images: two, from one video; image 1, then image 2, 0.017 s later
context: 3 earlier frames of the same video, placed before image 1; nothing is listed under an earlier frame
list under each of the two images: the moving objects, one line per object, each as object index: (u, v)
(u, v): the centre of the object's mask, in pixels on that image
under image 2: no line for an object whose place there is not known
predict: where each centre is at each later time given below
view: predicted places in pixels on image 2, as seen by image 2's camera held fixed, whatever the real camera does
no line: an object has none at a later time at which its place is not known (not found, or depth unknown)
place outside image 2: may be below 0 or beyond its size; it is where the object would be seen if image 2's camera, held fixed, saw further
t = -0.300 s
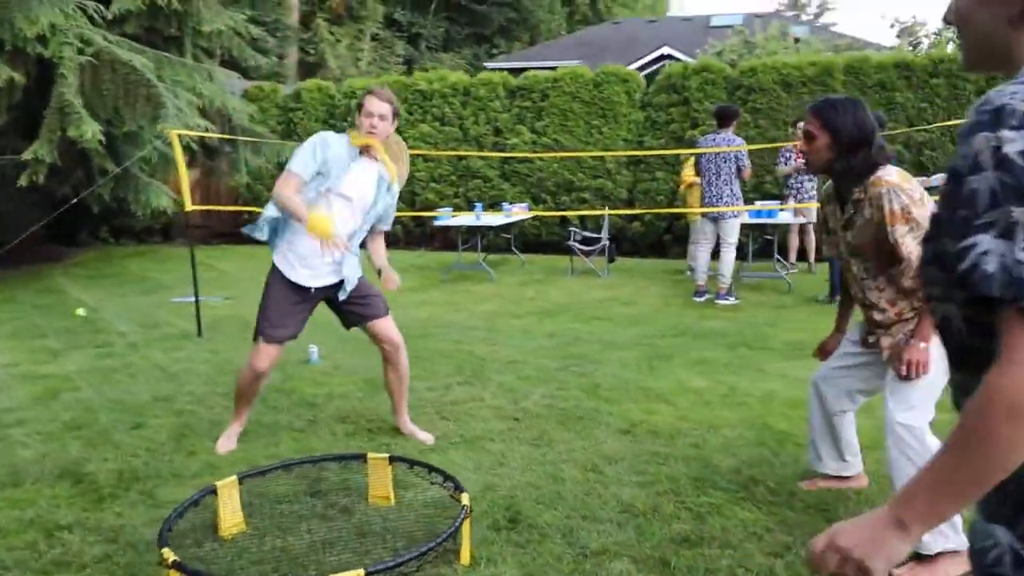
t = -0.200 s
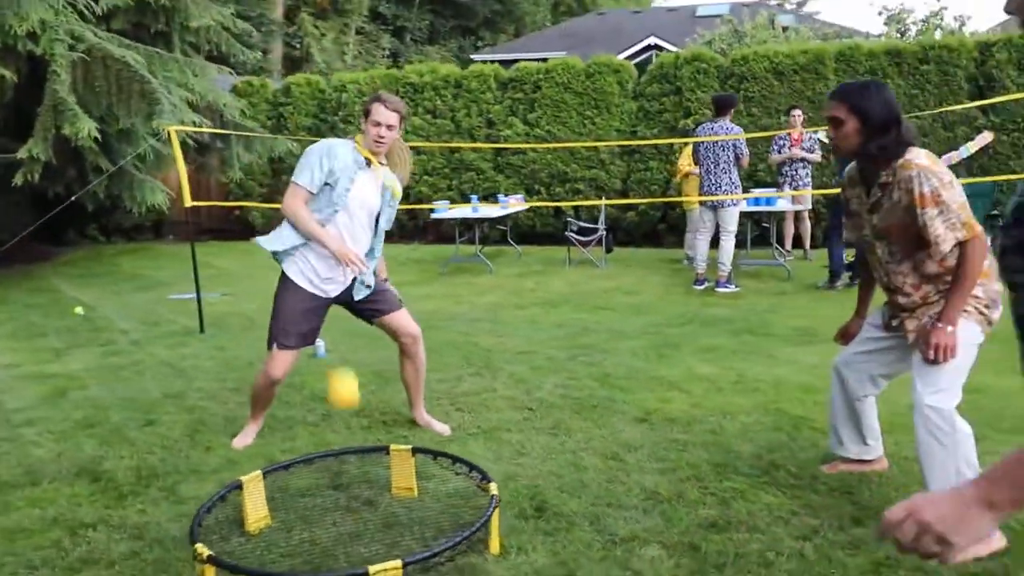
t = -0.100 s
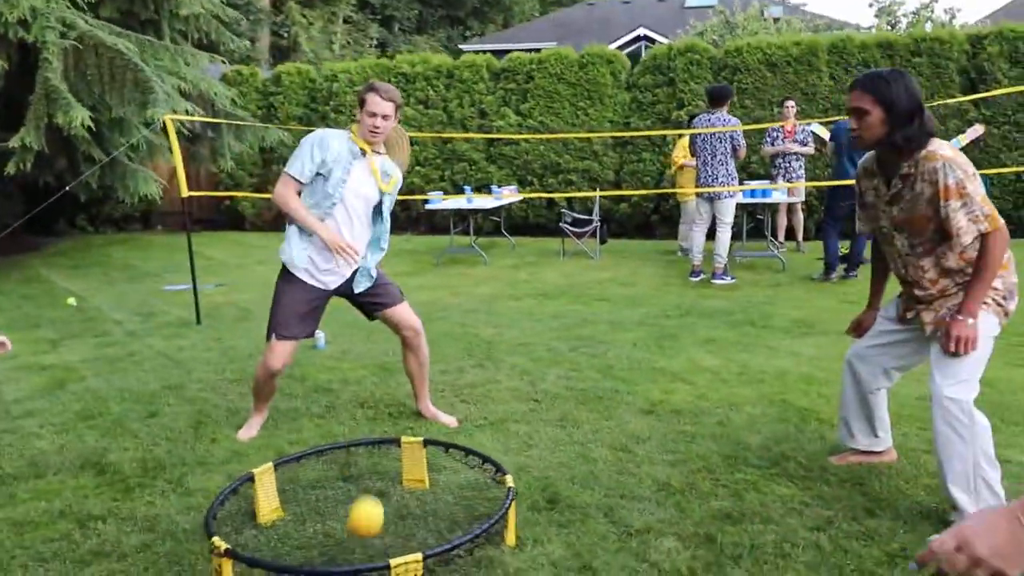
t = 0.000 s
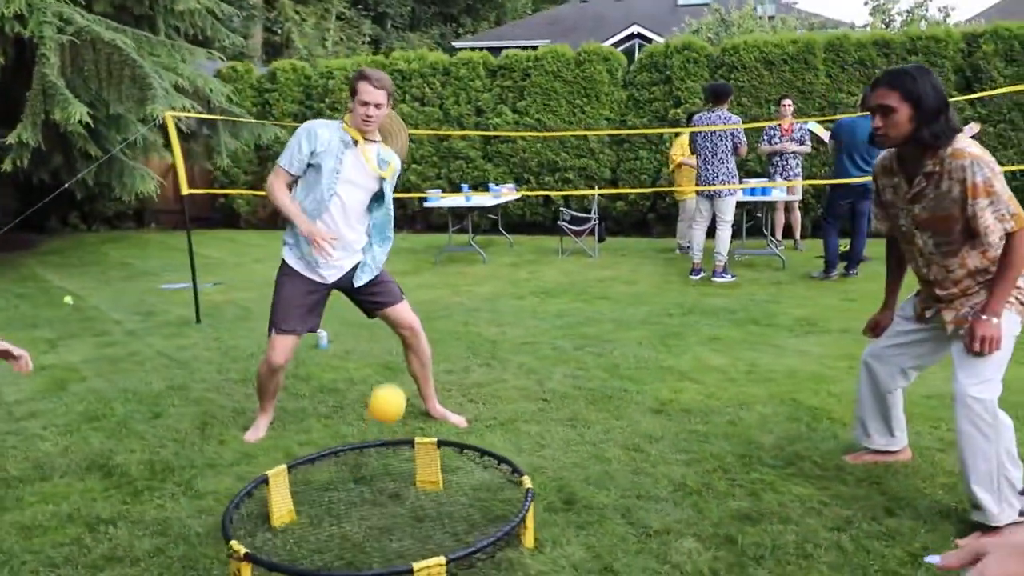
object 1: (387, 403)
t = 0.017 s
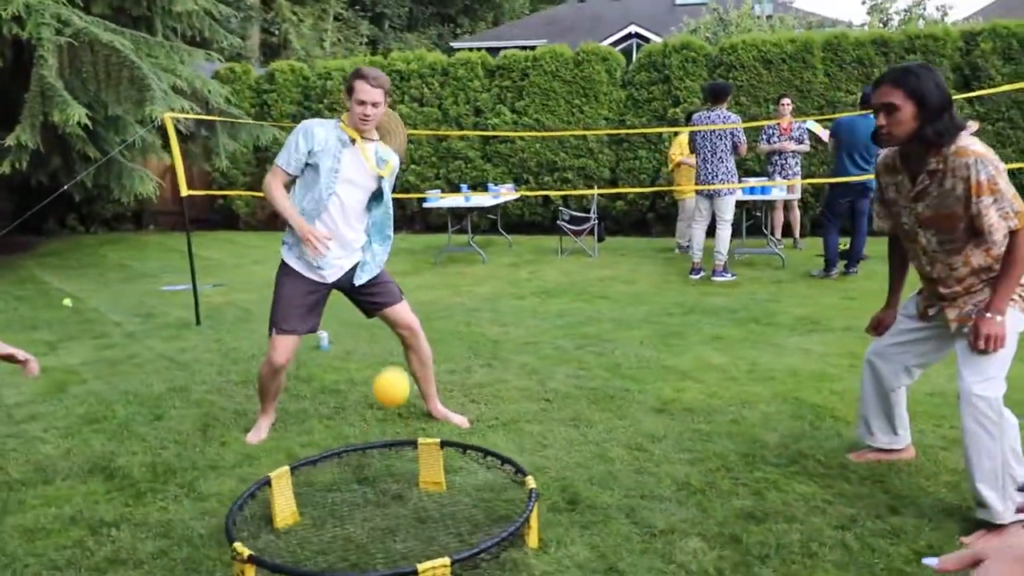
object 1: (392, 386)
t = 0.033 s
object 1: (394, 370)
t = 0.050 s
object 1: (396, 354)
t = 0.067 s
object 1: (398, 339)
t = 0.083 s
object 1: (400, 324)
